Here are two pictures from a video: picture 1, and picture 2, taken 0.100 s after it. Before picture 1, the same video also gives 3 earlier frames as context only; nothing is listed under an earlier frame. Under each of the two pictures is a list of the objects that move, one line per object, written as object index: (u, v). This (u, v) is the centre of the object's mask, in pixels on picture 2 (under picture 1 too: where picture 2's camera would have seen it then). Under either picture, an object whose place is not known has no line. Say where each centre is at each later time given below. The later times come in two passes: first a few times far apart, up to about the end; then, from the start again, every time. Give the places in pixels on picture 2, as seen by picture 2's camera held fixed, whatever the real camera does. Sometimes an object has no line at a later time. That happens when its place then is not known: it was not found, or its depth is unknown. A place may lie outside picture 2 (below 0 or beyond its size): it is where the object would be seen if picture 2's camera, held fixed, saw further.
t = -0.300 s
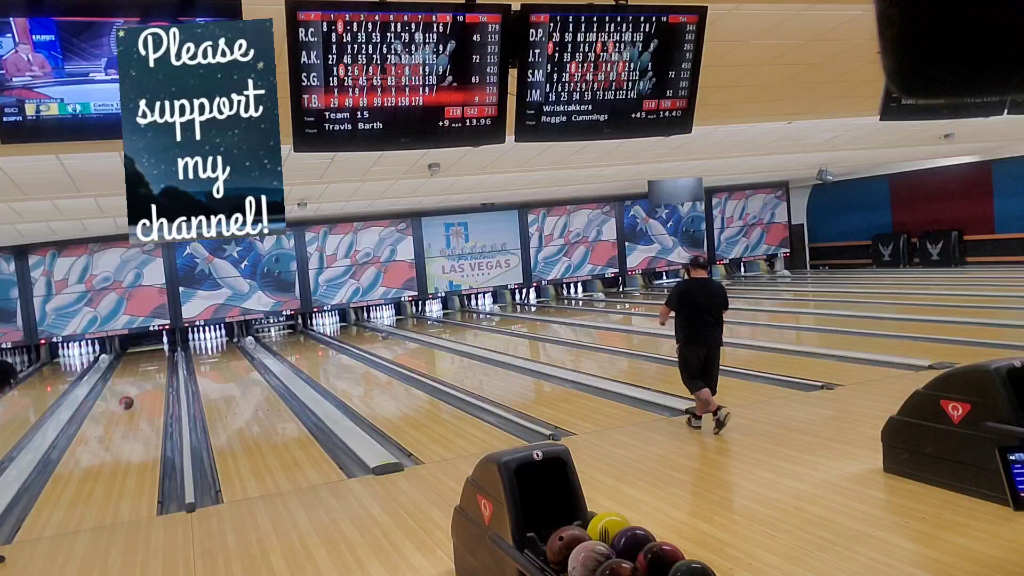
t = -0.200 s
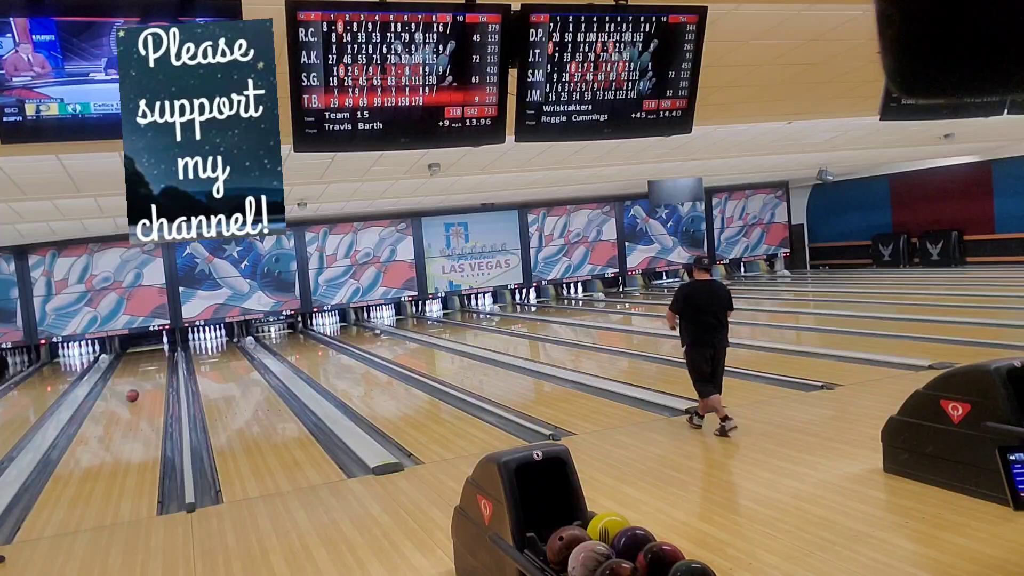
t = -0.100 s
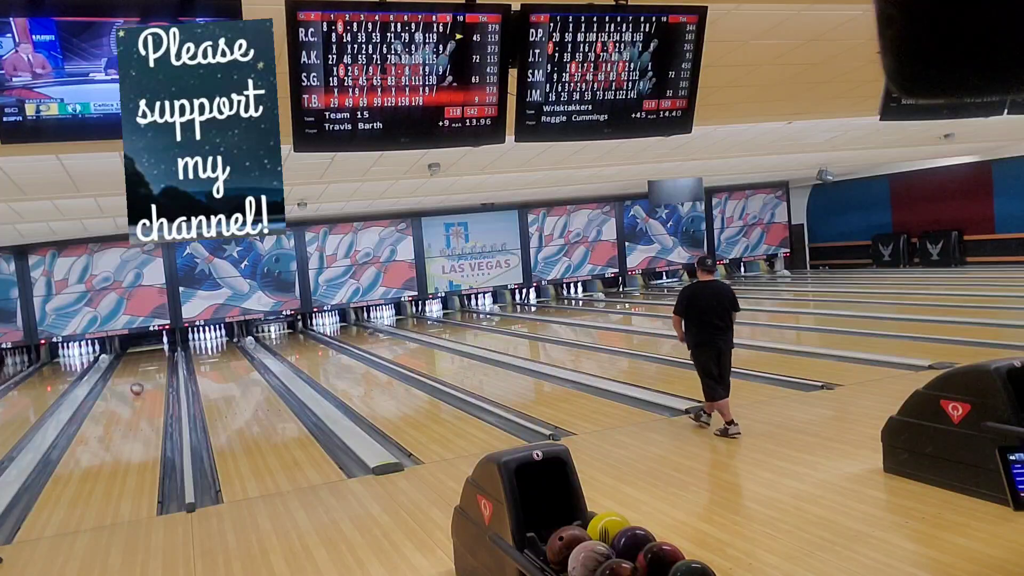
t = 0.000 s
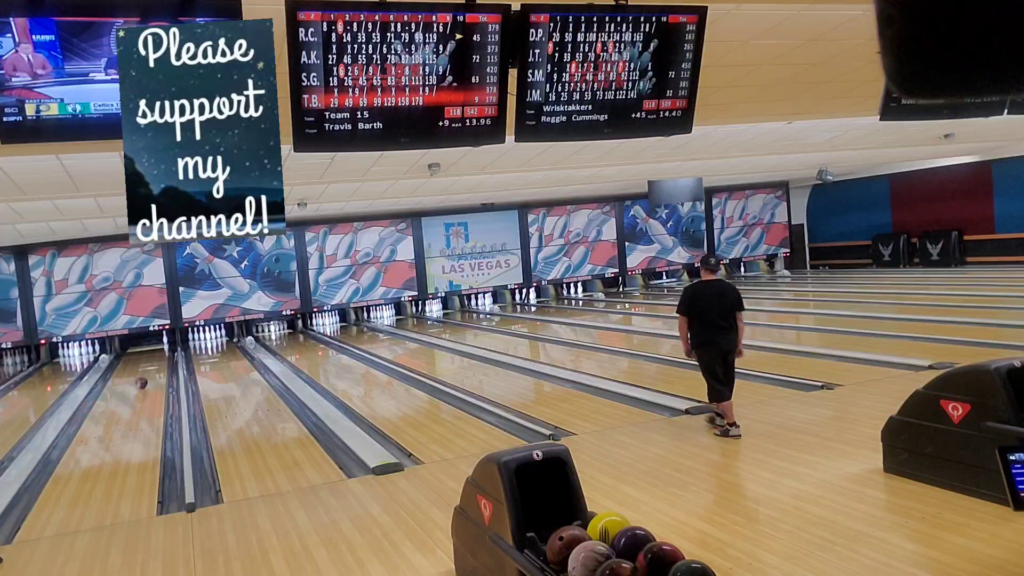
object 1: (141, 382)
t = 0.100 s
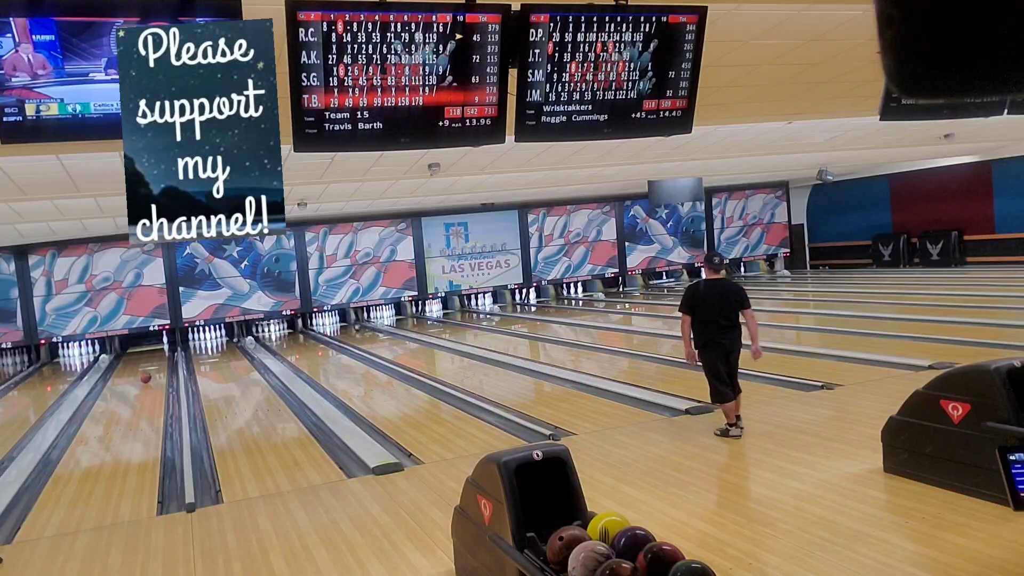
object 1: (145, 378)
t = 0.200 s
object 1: (148, 373)
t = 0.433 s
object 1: (156, 364)
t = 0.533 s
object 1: (157, 360)
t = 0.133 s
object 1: (146, 376)
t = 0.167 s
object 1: (147, 374)
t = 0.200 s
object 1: (148, 373)
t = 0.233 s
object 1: (150, 371)
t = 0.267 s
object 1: (151, 369)
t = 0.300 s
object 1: (151, 368)
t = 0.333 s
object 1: (152, 367)
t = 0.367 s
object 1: (153, 366)
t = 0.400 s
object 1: (155, 364)
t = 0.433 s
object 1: (156, 364)
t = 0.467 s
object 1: (156, 362)
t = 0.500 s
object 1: (157, 361)
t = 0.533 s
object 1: (157, 360)
